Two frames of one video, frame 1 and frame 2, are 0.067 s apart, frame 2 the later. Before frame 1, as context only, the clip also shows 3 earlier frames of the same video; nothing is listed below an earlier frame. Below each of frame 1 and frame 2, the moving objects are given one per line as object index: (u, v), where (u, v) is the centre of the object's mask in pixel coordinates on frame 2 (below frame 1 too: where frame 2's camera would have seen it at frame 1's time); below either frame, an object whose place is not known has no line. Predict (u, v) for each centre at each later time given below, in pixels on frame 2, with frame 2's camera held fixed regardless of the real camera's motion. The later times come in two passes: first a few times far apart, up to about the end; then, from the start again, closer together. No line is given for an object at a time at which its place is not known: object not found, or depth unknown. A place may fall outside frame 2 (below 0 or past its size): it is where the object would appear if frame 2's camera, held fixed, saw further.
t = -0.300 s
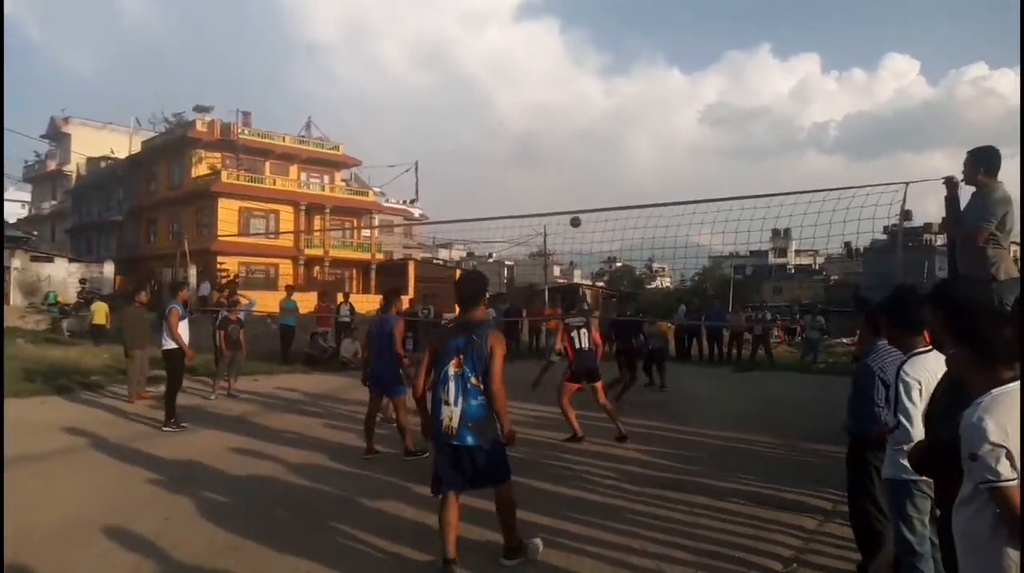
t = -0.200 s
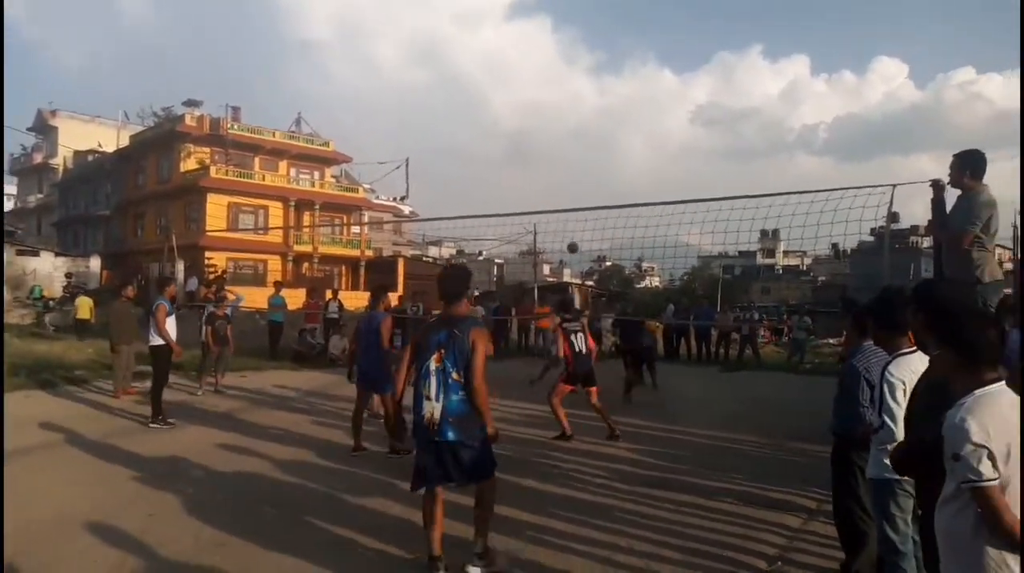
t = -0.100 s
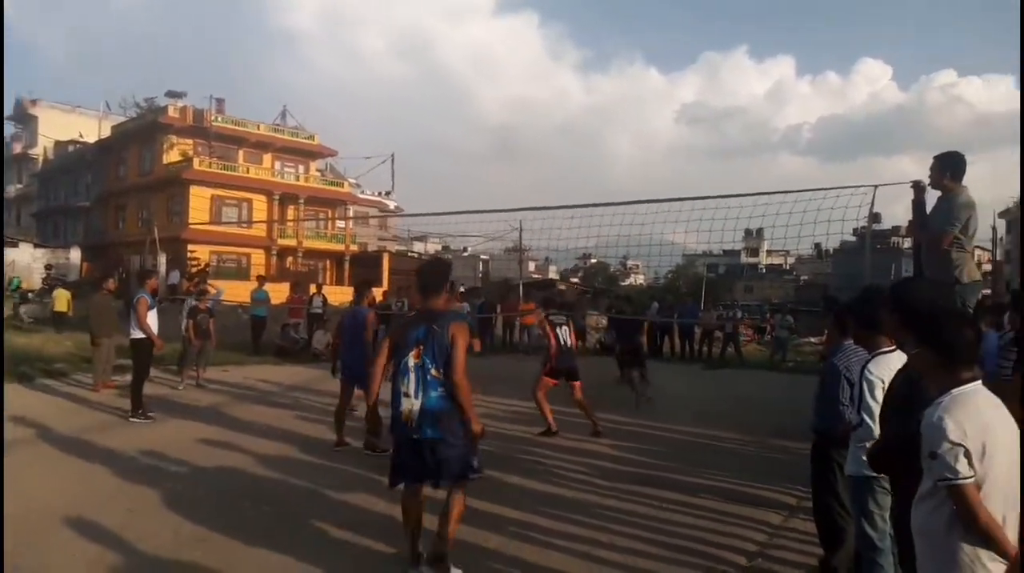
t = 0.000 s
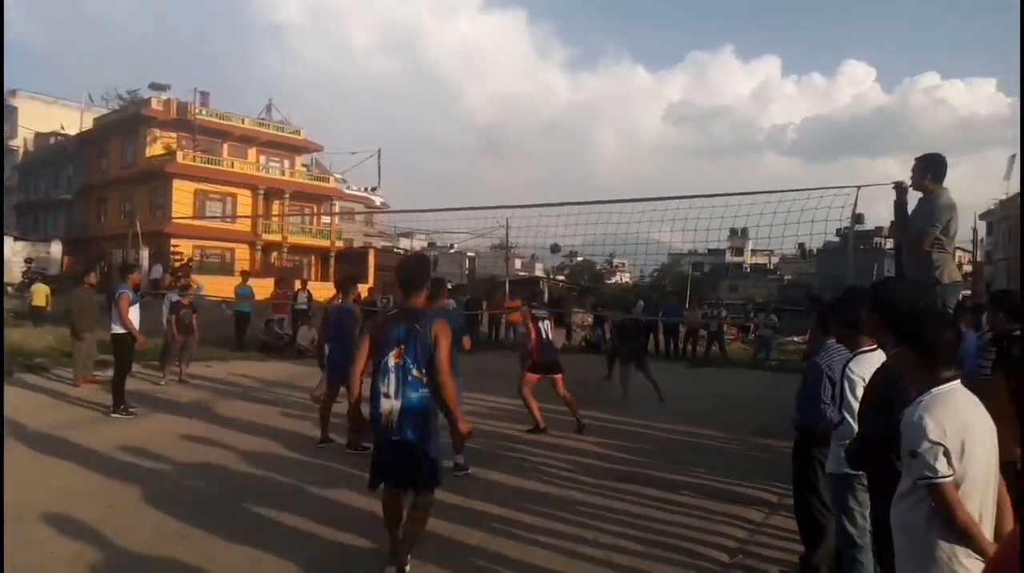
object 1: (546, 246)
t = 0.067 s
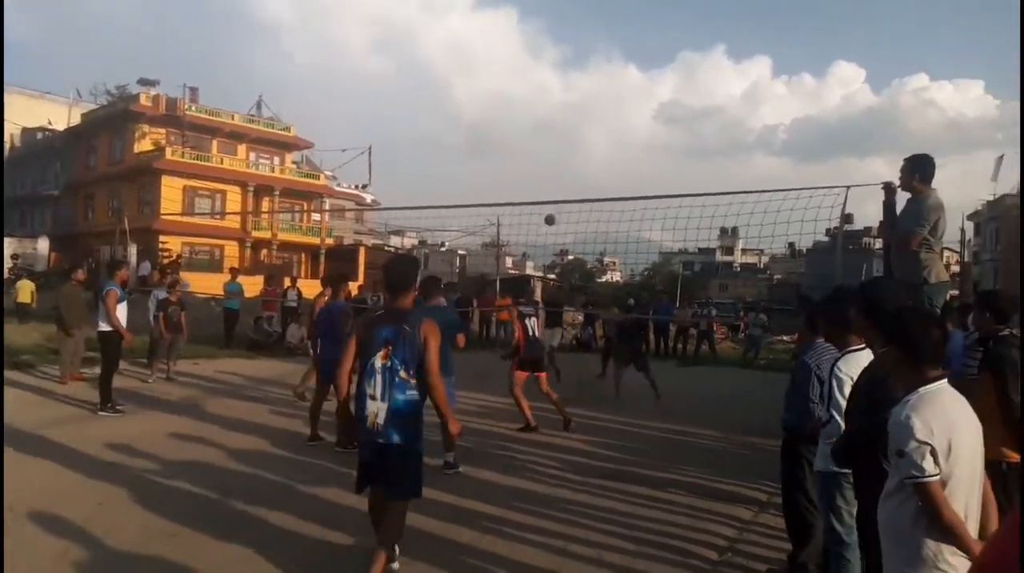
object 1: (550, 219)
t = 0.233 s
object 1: (560, 158)
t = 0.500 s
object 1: (576, 82)
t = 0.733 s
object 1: (591, 43)
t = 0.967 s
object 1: (607, 42)
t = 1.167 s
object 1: (622, 78)
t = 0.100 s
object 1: (552, 208)
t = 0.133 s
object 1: (553, 195)
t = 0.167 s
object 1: (555, 181)
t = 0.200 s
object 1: (557, 170)
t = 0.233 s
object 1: (560, 158)
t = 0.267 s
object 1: (561, 147)
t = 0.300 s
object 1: (563, 136)
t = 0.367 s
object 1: (567, 116)
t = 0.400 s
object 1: (569, 107)
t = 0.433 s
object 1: (571, 98)
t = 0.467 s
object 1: (574, 89)
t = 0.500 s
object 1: (576, 82)
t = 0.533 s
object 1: (578, 74)
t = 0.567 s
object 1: (579, 68)
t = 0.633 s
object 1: (584, 56)
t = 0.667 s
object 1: (586, 51)
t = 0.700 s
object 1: (588, 47)
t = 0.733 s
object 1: (591, 43)
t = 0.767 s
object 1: (593, 41)
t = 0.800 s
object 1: (594, 39)
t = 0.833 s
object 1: (596, 38)
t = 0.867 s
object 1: (599, 38)
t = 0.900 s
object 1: (602, 38)
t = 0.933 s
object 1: (604, 40)
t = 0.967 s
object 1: (607, 42)
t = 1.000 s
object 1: (609, 46)
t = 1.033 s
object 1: (612, 50)
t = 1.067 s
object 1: (615, 55)
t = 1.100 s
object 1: (617, 62)
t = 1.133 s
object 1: (620, 69)
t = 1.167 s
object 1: (622, 78)
